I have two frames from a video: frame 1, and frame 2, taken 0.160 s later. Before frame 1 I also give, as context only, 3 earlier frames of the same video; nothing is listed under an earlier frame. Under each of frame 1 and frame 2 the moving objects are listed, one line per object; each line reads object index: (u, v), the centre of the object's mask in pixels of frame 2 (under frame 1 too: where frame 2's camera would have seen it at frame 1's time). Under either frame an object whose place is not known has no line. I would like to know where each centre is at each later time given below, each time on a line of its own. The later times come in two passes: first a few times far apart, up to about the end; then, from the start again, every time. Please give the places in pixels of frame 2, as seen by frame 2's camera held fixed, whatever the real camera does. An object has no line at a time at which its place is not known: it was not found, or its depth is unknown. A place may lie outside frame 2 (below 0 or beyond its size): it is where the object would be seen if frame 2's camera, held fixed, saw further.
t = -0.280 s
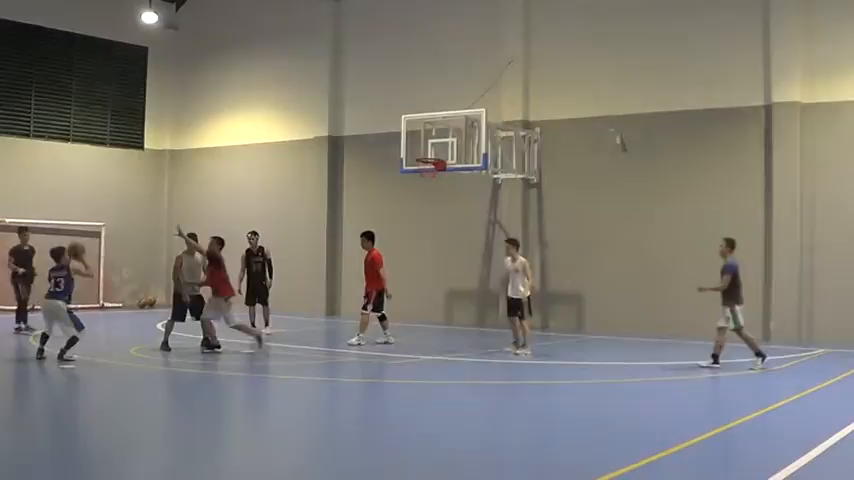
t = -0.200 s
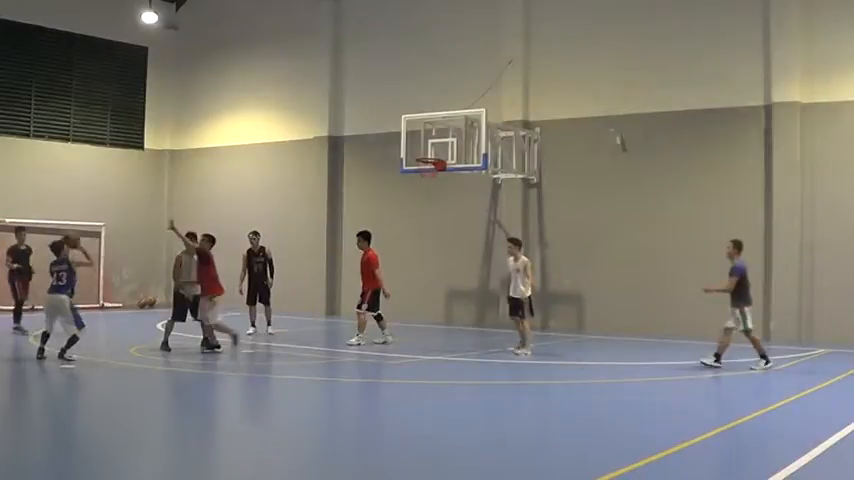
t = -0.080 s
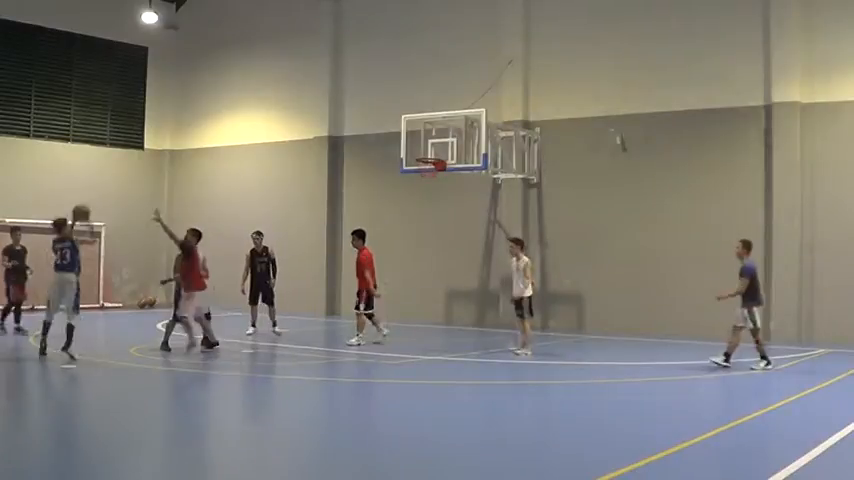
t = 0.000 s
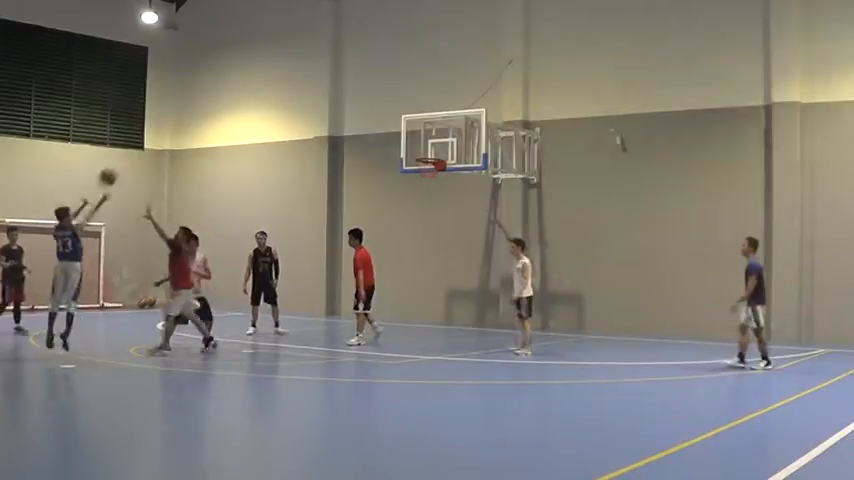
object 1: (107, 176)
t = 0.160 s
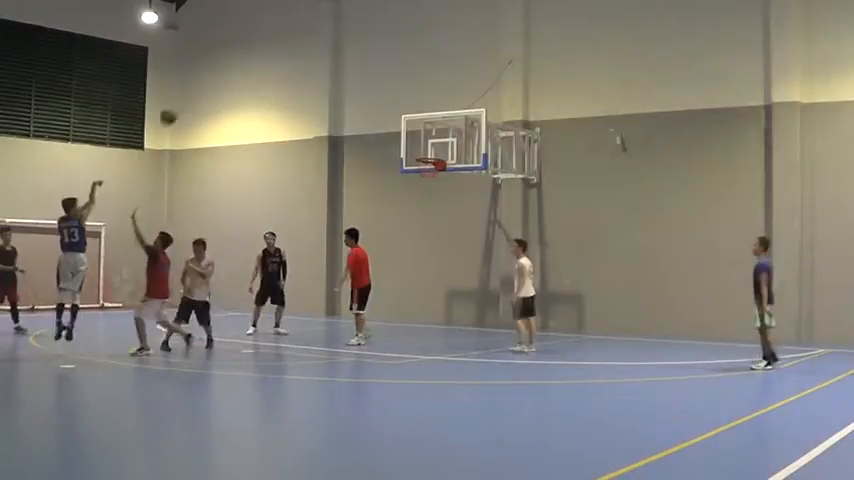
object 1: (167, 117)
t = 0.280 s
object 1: (208, 87)
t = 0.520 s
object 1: (280, 60)
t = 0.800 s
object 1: (351, 71)
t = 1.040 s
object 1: (404, 119)
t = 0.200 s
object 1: (181, 106)
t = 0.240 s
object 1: (194, 95)
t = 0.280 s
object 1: (208, 87)
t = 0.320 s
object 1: (221, 79)
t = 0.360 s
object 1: (233, 73)
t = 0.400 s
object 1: (245, 67)
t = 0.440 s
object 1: (257, 64)
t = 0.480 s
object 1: (269, 61)
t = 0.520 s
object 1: (280, 60)
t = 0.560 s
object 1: (291, 58)
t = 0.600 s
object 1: (302, 58)
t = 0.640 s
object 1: (312, 60)
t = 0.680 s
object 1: (323, 61)
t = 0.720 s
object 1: (333, 65)
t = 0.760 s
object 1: (342, 68)
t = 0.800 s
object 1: (351, 71)
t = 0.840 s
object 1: (360, 78)
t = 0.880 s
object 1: (370, 85)
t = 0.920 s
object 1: (379, 92)
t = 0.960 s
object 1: (387, 101)
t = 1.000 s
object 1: (396, 110)
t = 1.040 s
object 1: (404, 119)
